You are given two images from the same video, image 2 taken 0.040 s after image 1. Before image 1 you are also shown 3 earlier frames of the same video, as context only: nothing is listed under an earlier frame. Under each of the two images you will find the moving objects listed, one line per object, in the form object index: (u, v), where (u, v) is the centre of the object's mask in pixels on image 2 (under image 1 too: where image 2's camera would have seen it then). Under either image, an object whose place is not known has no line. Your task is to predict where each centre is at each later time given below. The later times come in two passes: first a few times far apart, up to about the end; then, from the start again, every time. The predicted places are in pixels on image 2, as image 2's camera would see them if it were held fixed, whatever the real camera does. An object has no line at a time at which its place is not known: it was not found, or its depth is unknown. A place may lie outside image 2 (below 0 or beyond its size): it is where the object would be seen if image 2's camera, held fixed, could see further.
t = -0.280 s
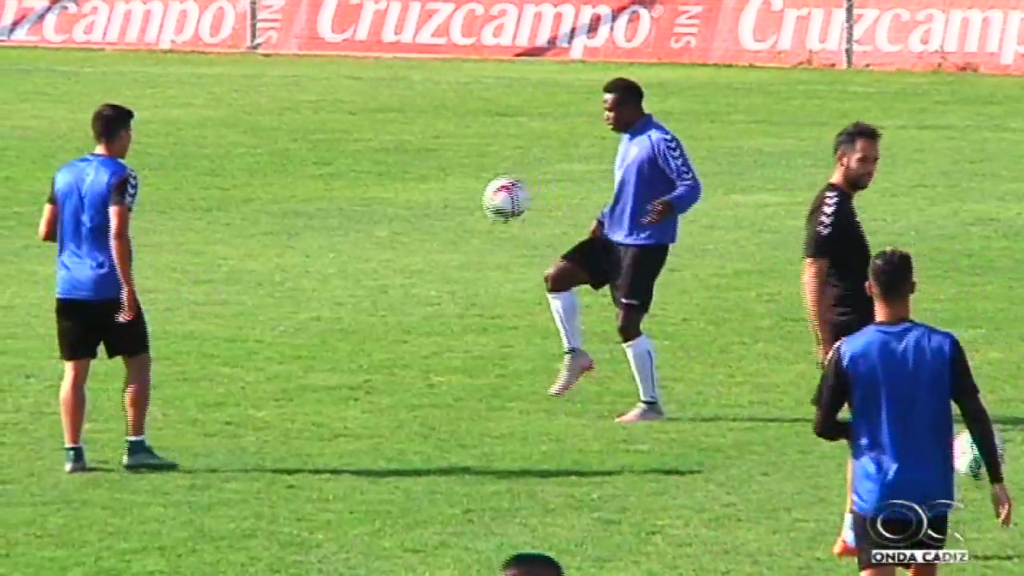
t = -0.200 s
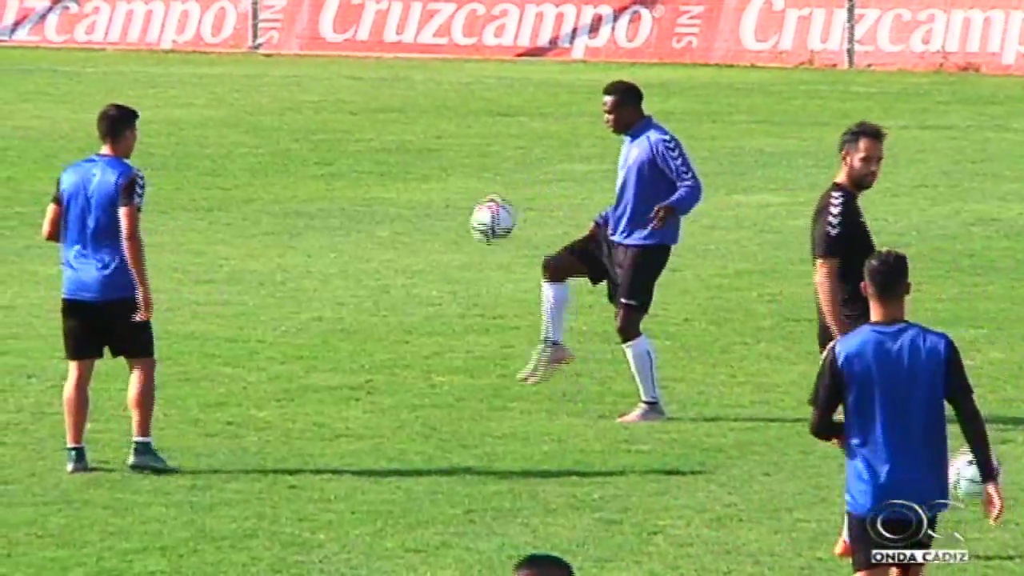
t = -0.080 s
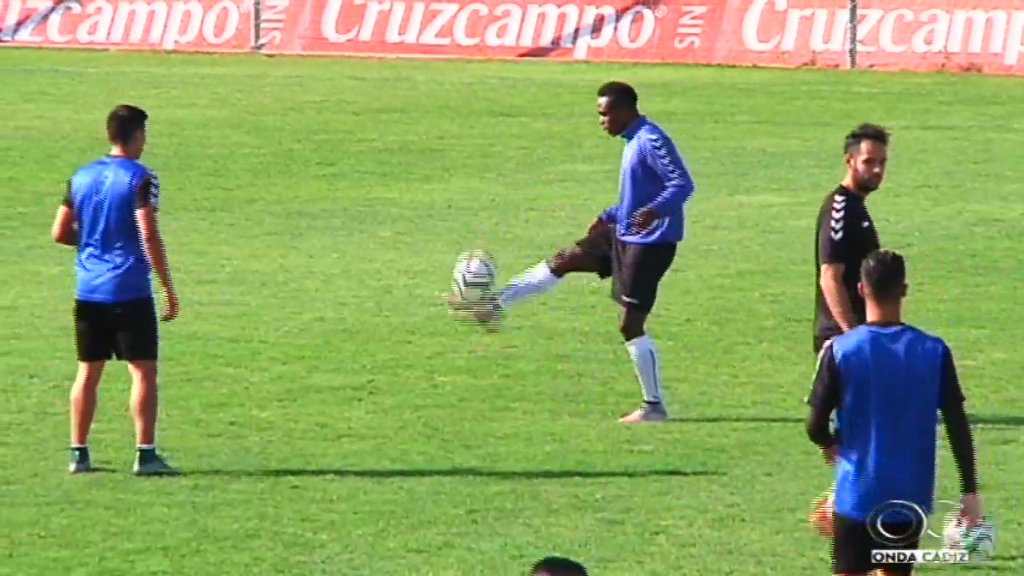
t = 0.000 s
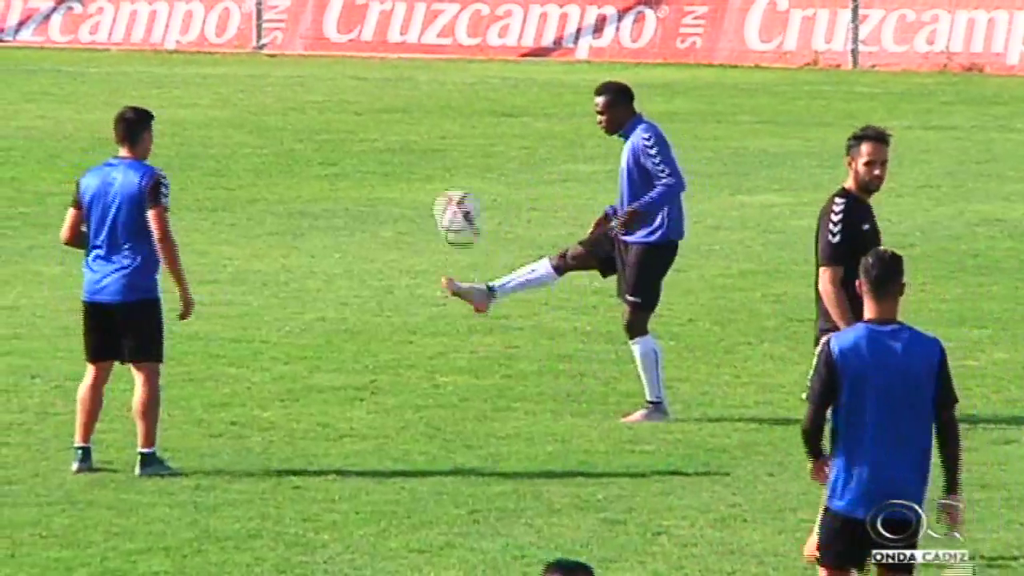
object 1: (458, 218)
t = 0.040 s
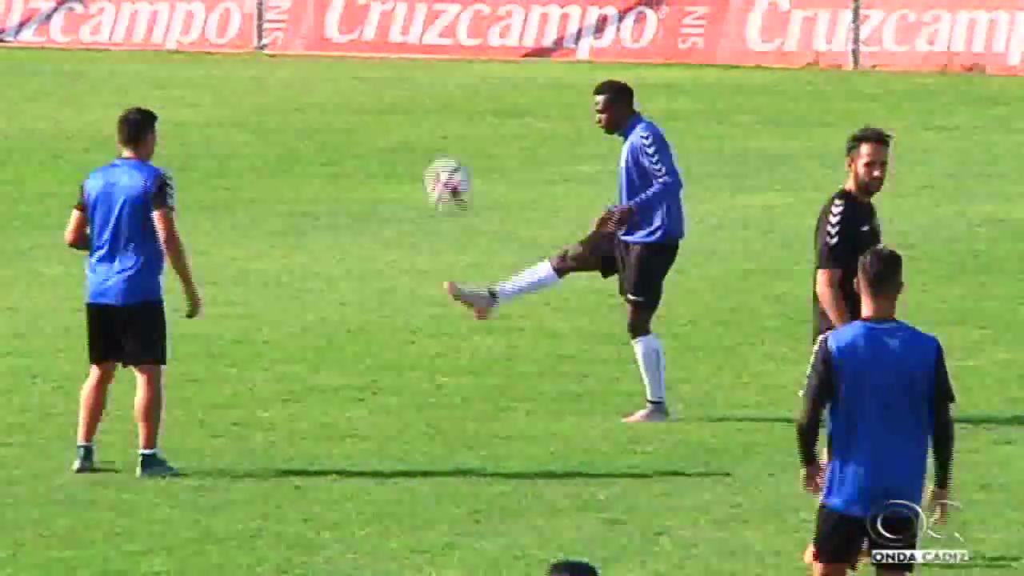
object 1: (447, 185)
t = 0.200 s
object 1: (410, 88)
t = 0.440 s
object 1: (356, 34)
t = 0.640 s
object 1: (307, 77)
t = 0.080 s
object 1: (438, 157)
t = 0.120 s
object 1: (429, 131)
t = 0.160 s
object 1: (420, 107)
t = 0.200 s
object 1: (410, 88)
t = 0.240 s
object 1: (401, 72)
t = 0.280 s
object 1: (392, 59)
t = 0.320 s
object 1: (382, 47)
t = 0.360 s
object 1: (373, 41)
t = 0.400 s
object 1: (365, 35)
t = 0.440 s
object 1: (356, 34)
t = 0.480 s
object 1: (346, 35)
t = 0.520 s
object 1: (337, 42)
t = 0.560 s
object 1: (326, 49)
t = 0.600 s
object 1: (316, 61)
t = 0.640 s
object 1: (307, 77)
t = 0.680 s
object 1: (296, 94)
